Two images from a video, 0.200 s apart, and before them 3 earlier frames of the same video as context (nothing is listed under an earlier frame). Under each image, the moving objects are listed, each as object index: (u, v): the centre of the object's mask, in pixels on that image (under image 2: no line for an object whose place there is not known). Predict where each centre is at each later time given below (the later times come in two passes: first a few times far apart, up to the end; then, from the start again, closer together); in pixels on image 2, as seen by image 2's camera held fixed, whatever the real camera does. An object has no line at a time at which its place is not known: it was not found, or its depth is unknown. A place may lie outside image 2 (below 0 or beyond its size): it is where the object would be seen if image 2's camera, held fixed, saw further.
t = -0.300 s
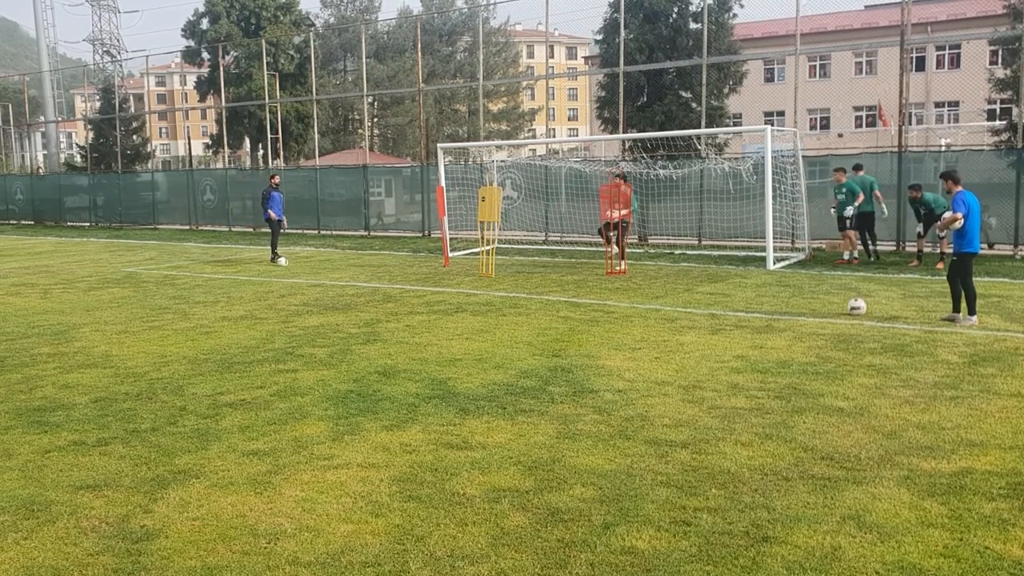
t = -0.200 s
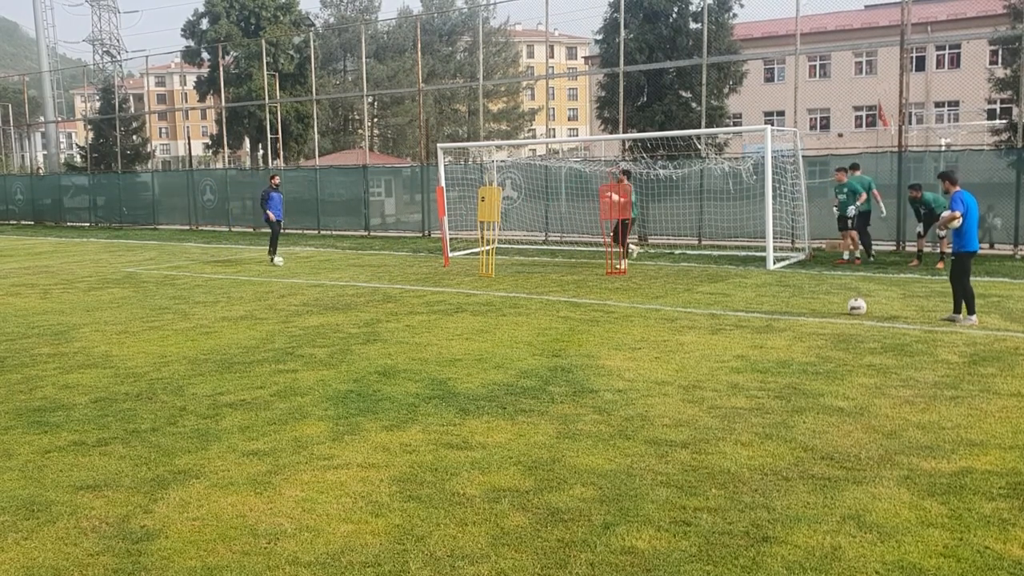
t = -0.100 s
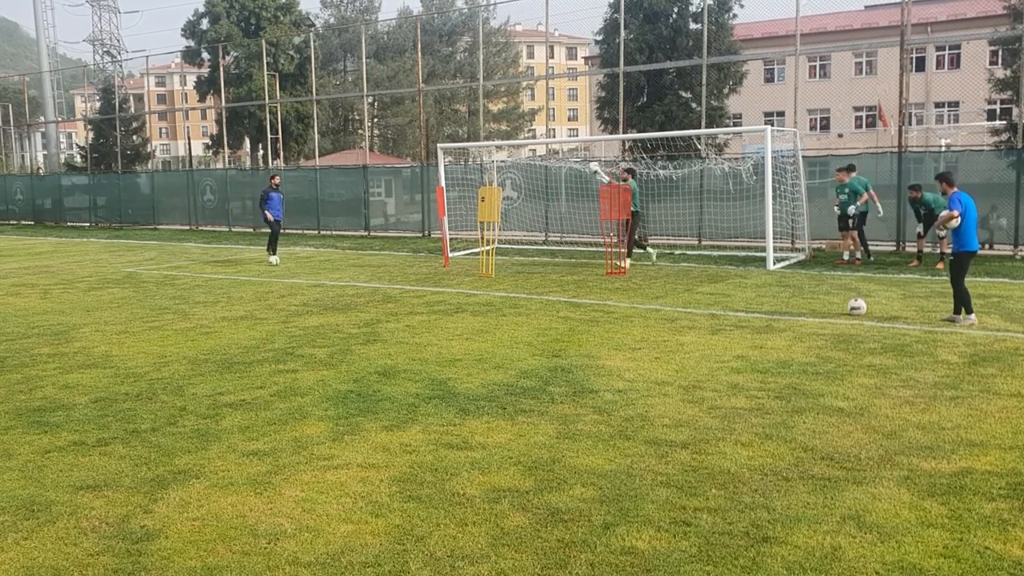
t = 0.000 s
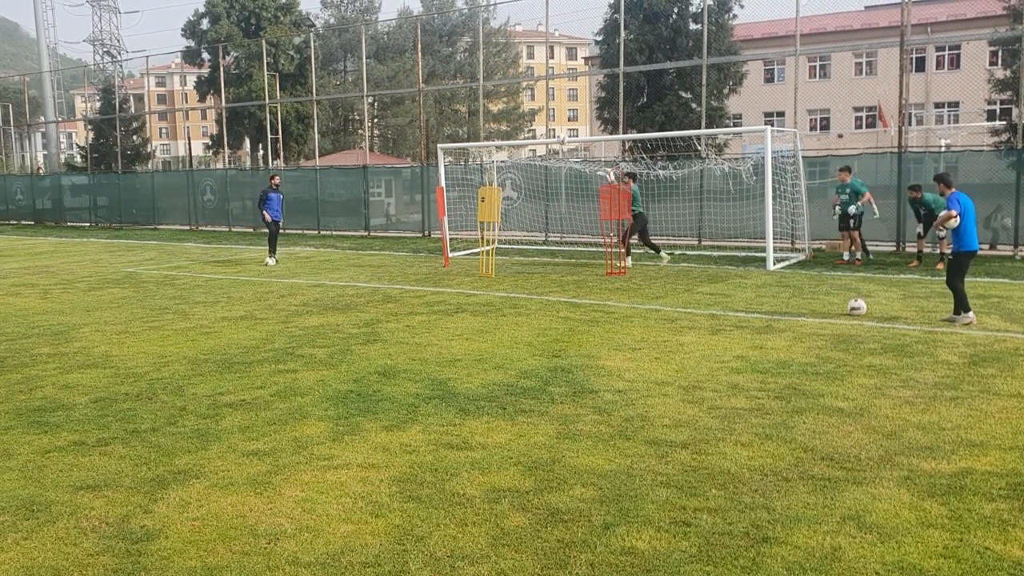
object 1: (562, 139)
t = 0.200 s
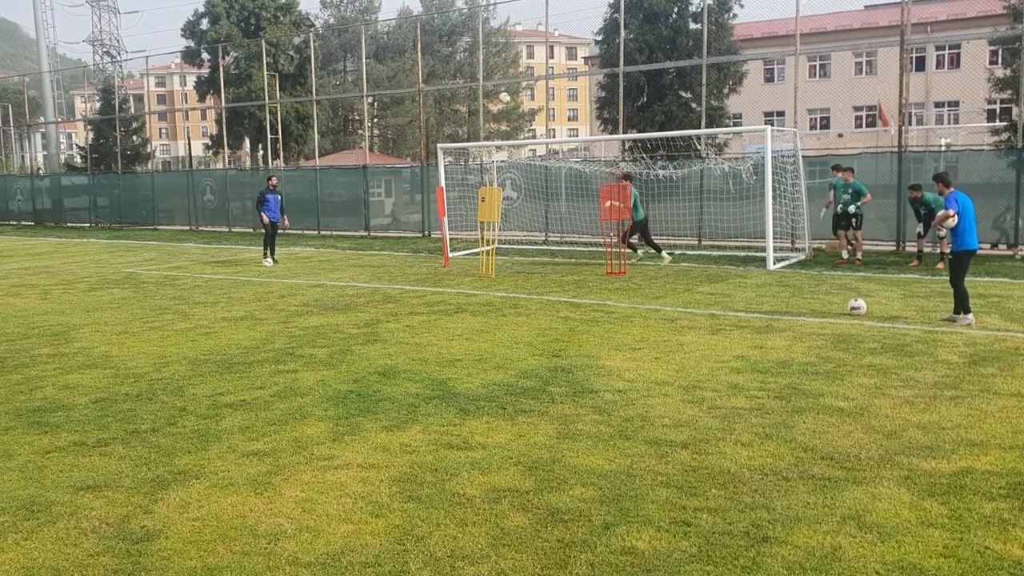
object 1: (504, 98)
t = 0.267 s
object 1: (486, 90)
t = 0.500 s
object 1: (425, 80)
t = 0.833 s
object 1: (349, 115)
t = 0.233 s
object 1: (494, 94)
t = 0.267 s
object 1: (486, 90)
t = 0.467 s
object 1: (433, 80)
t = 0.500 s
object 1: (425, 80)
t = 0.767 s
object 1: (363, 104)
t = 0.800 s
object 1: (356, 109)
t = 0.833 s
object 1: (349, 115)
